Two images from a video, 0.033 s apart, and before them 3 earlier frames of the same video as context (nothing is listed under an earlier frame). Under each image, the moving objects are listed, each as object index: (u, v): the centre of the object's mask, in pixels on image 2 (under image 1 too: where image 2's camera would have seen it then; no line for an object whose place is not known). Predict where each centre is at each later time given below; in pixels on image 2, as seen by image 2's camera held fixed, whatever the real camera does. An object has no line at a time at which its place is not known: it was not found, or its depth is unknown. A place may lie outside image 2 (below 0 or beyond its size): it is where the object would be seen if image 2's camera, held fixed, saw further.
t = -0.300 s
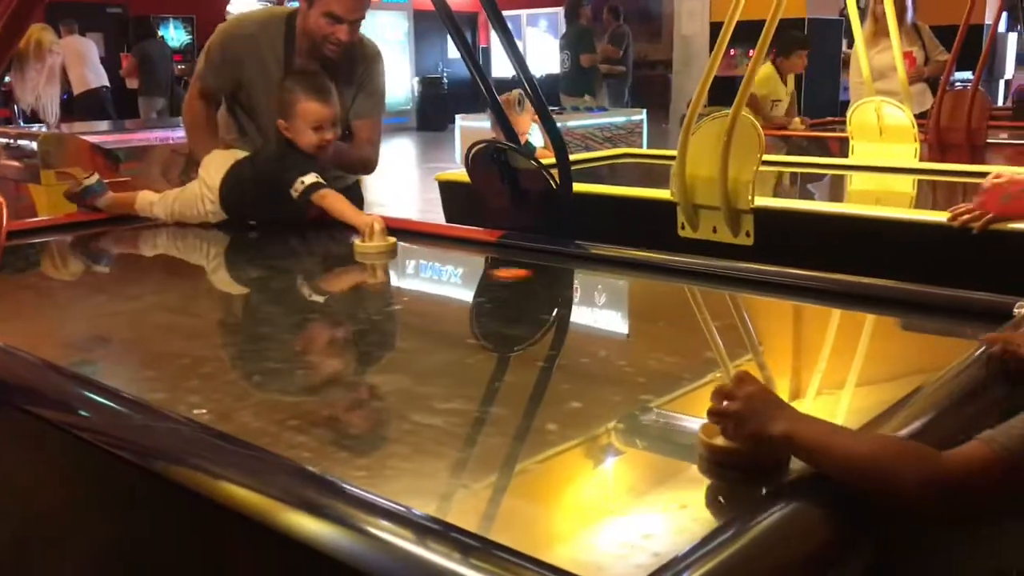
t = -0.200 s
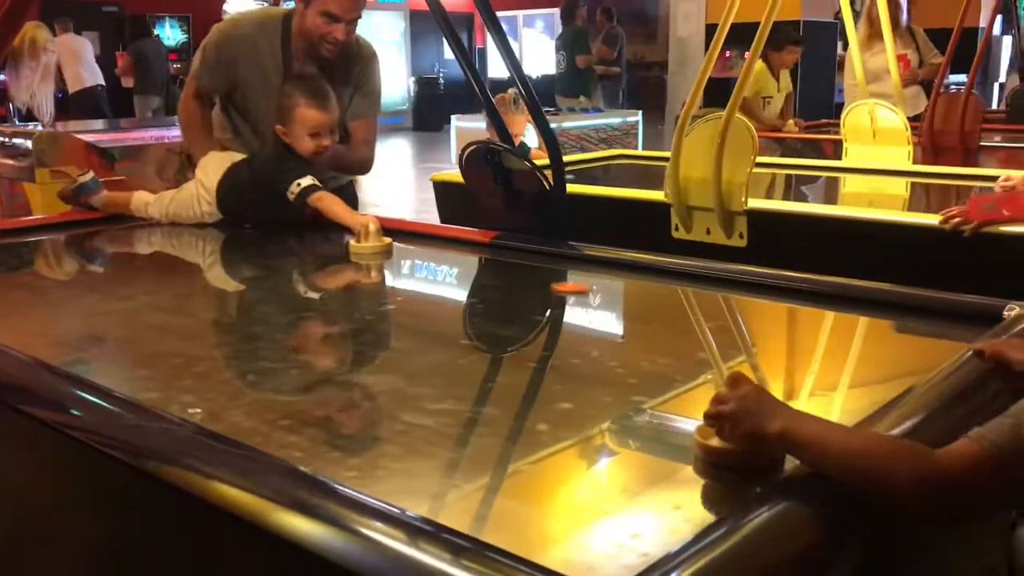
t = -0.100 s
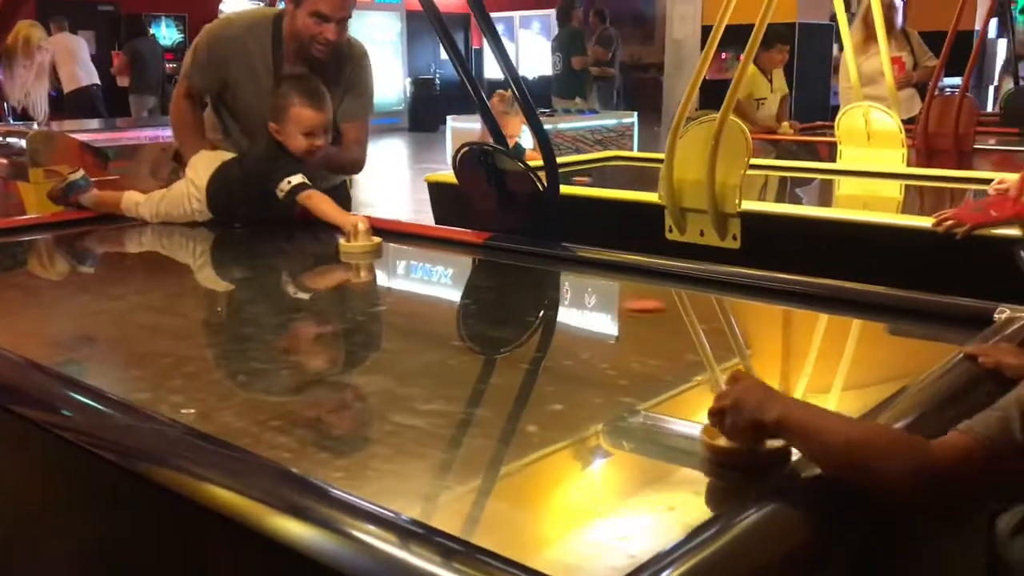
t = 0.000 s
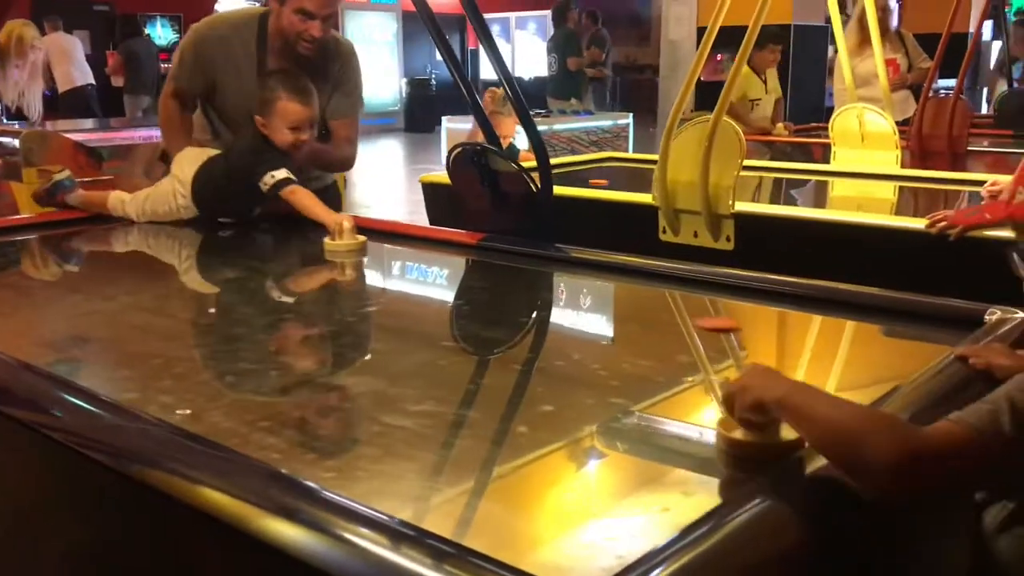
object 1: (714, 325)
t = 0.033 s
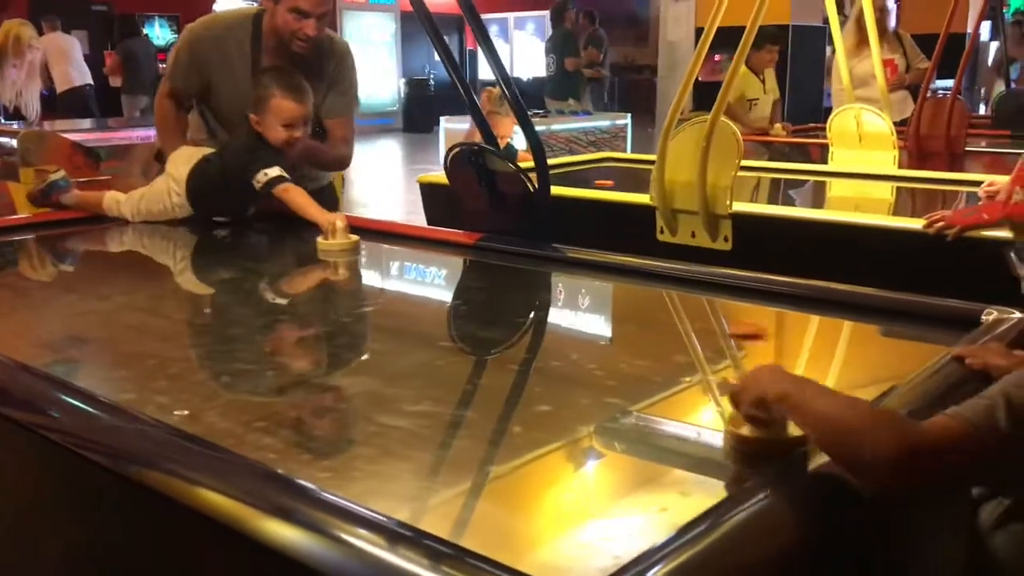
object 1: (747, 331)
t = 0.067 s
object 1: (776, 340)
